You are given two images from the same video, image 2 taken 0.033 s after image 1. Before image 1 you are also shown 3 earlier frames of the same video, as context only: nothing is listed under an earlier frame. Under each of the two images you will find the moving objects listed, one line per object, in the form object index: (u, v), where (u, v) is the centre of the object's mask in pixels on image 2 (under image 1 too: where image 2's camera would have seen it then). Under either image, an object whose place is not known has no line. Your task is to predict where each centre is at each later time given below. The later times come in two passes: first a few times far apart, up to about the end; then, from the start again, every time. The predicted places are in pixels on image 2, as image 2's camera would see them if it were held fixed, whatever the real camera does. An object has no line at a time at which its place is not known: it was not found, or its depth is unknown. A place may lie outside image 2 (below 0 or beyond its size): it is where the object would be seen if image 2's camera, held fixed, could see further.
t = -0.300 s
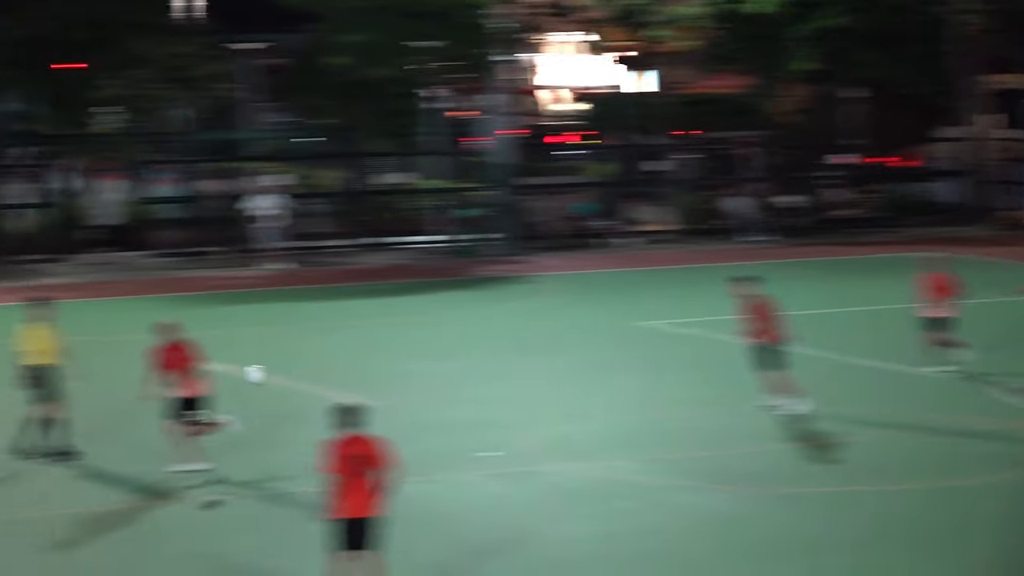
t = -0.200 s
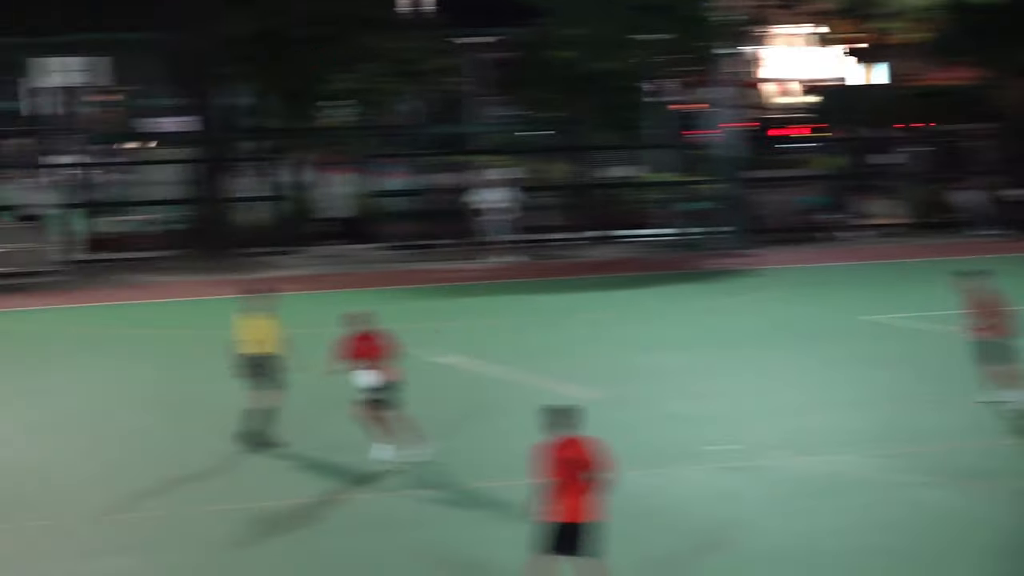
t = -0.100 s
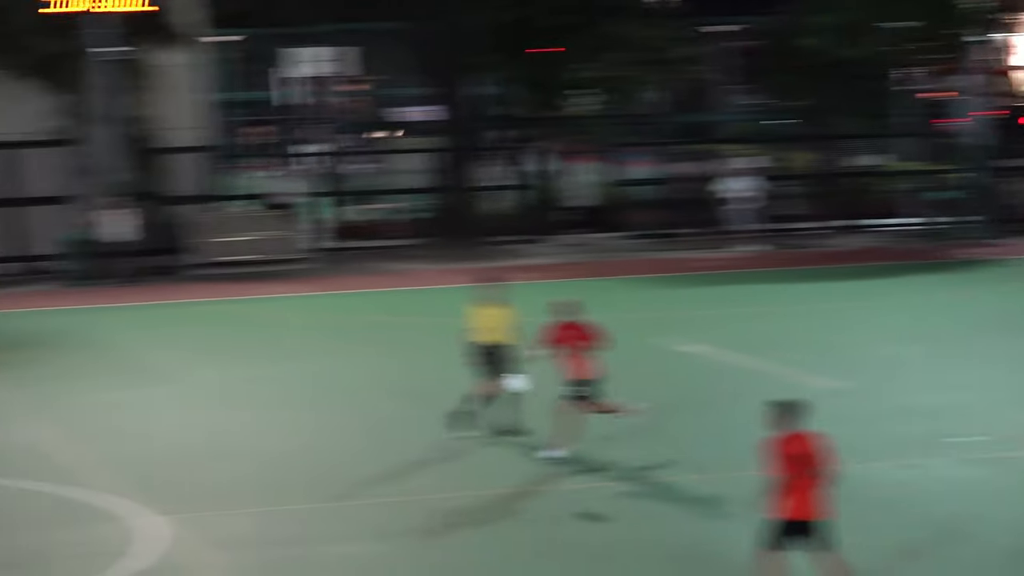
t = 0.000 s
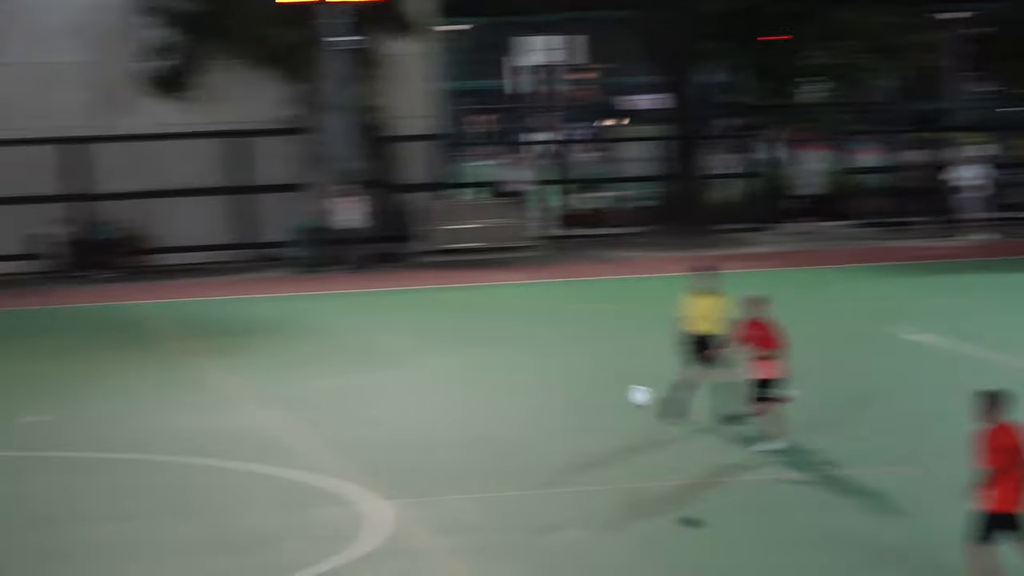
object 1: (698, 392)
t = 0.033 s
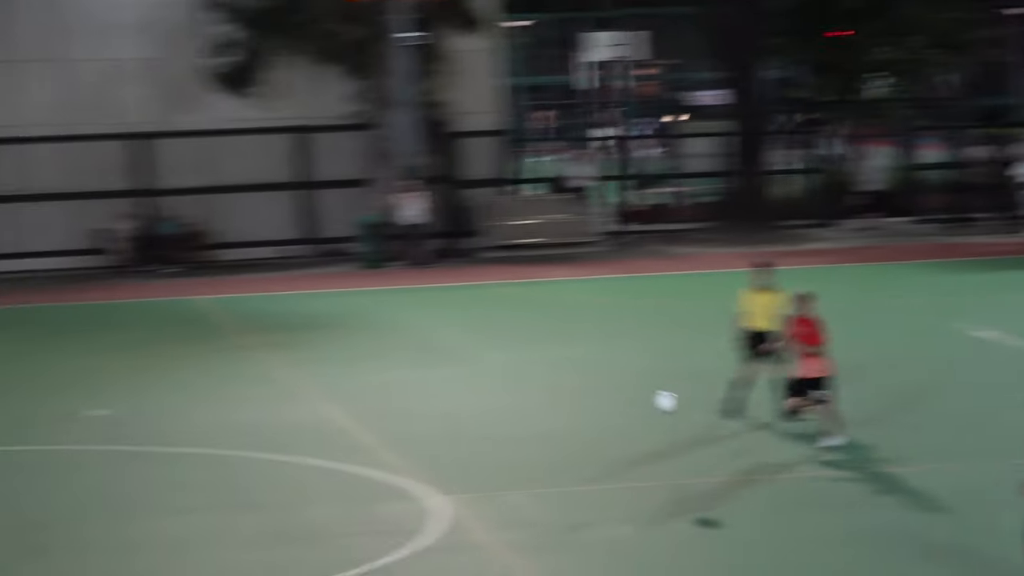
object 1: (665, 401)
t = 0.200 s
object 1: (478, 469)
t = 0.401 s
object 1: (275, 510)
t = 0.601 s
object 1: (91, 518)
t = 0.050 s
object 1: (648, 406)
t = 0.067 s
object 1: (630, 412)
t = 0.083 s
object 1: (611, 418)
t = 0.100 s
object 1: (592, 424)
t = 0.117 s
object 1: (573, 431)
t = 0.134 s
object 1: (554, 438)
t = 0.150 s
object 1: (535, 445)
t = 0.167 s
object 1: (517, 453)
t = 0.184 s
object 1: (497, 461)
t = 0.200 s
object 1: (478, 469)
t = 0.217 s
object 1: (458, 478)
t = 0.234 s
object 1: (440, 487)
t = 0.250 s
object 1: (420, 496)
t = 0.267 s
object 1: (400, 507)
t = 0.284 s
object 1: (379, 517)
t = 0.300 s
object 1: (361, 525)
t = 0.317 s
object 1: (346, 522)
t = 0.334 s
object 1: (332, 518)
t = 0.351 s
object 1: (318, 515)
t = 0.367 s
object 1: (303, 514)
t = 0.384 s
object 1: (289, 511)
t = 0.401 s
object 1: (275, 510)
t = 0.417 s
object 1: (261, 508)
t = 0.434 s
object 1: (246, 507)
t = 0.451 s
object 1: (231, 507)
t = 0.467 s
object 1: (216, 506)
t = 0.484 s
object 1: (200, 506)
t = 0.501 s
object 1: (185, 507)
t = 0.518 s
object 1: (170, 508)
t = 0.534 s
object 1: (154, 510)
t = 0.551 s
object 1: (138, 511)
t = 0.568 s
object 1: (123, 513)
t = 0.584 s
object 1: (107, 515)
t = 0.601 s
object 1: (91, 518)
